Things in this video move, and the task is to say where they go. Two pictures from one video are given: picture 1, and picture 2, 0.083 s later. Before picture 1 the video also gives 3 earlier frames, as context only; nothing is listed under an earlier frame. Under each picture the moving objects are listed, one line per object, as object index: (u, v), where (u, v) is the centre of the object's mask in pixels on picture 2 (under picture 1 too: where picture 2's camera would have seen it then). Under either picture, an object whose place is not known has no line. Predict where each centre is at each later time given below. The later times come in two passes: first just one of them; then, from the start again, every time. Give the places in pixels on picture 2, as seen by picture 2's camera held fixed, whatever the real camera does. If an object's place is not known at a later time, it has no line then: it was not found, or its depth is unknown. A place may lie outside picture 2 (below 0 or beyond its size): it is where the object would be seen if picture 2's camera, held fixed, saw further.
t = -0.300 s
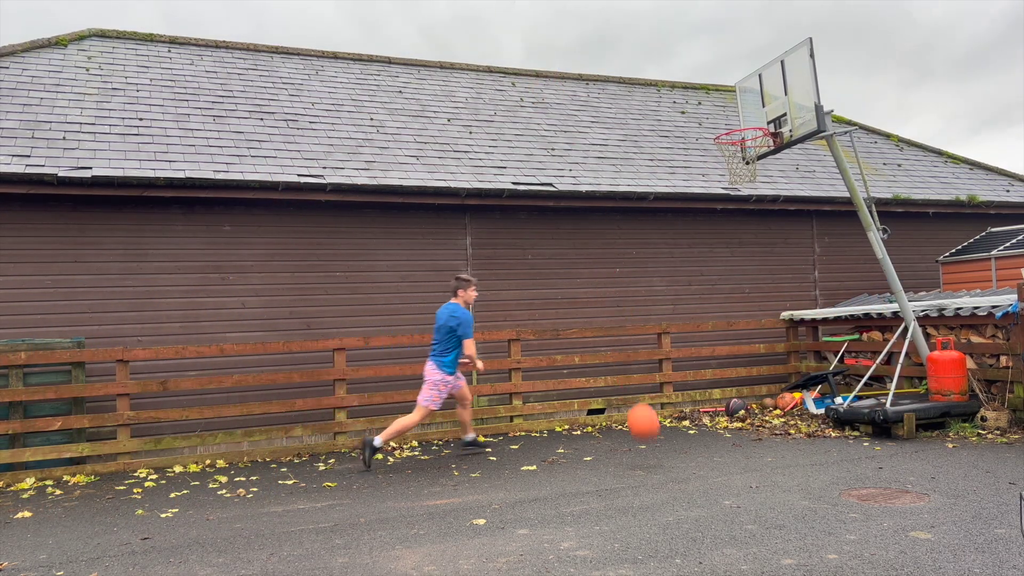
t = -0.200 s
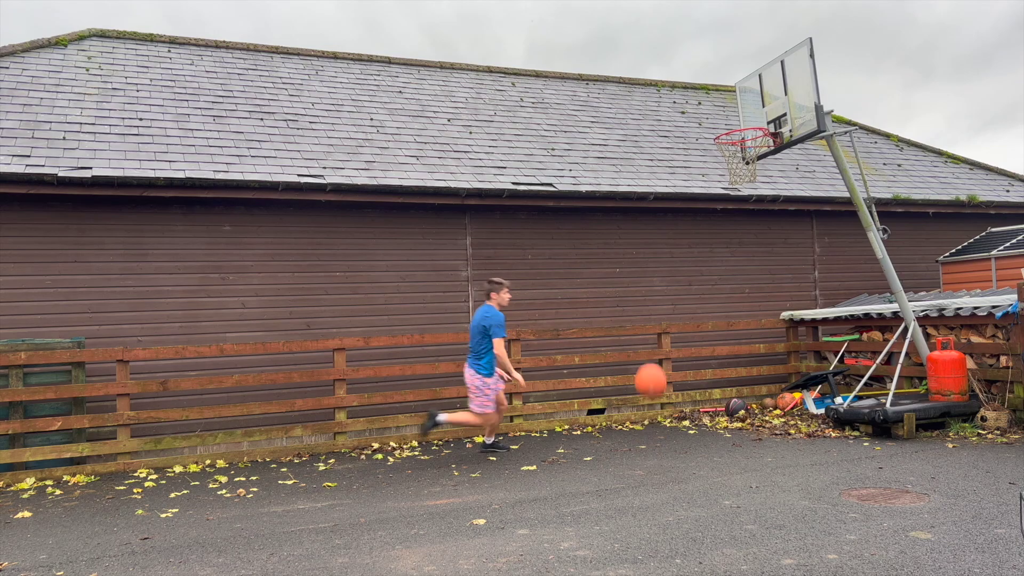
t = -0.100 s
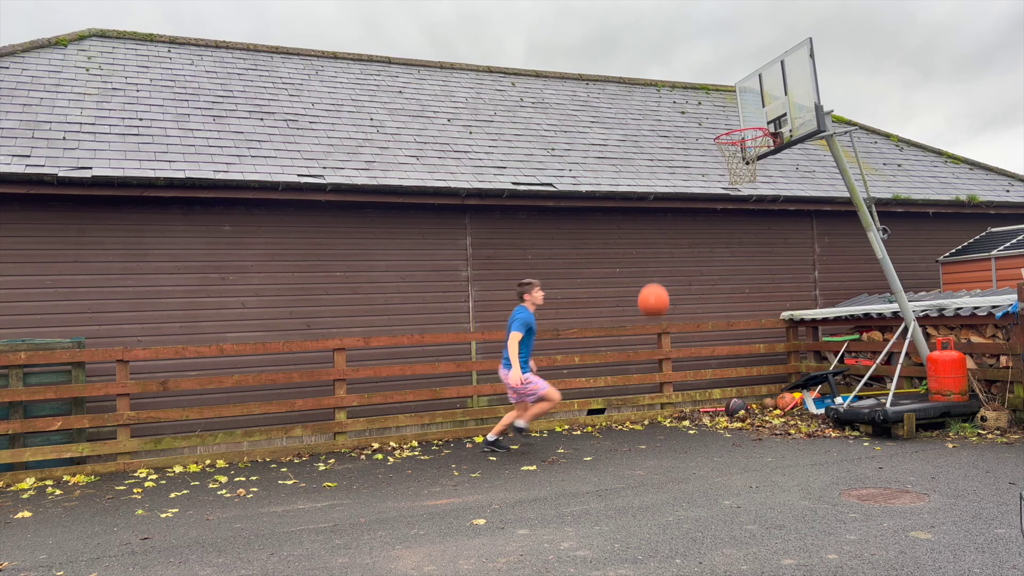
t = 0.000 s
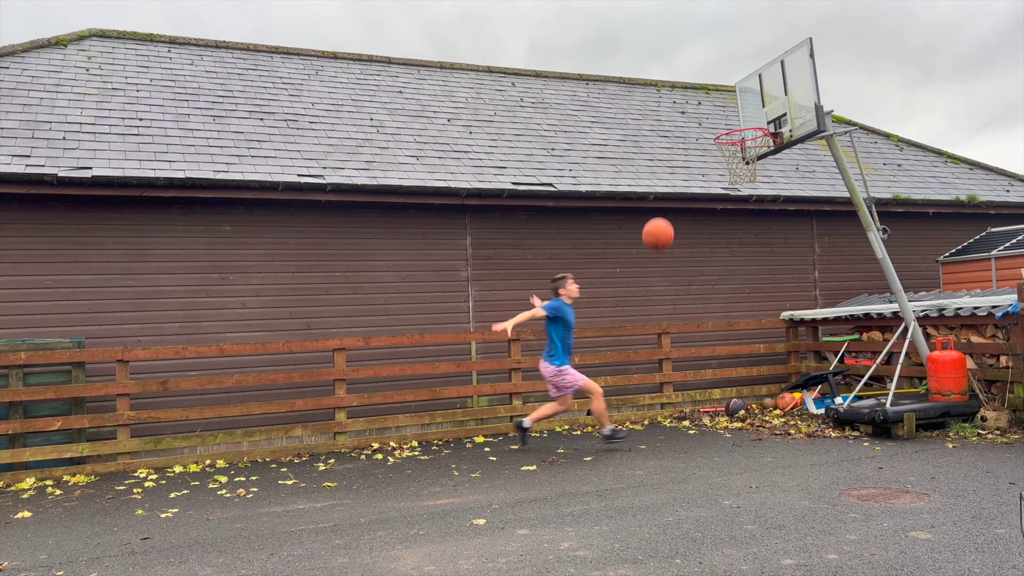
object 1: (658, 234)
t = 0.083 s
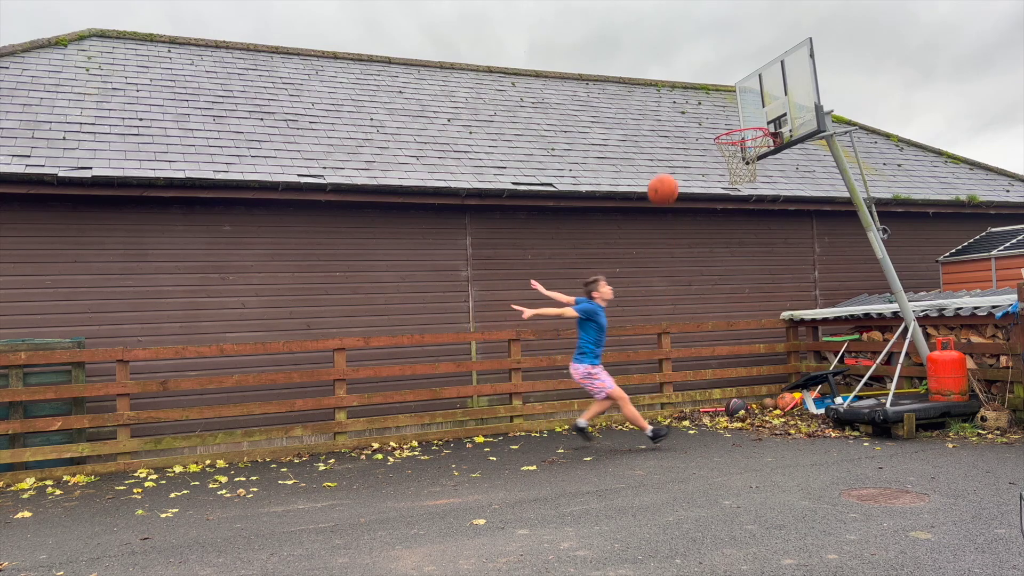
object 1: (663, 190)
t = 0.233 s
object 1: (674, 130)
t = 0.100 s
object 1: (664, 182)
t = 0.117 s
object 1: (665, 174)
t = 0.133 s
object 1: (666, 166)
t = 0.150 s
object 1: (668, 159)
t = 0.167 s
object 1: (669, 153)
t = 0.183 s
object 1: (670, 147)
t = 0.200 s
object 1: (671, 141)
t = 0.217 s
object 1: (672, 135)
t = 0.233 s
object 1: (674, 130)
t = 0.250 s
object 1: (675, 125)
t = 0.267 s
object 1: (676, 121)
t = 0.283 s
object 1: (677, 116)
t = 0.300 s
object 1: (679, 113)
